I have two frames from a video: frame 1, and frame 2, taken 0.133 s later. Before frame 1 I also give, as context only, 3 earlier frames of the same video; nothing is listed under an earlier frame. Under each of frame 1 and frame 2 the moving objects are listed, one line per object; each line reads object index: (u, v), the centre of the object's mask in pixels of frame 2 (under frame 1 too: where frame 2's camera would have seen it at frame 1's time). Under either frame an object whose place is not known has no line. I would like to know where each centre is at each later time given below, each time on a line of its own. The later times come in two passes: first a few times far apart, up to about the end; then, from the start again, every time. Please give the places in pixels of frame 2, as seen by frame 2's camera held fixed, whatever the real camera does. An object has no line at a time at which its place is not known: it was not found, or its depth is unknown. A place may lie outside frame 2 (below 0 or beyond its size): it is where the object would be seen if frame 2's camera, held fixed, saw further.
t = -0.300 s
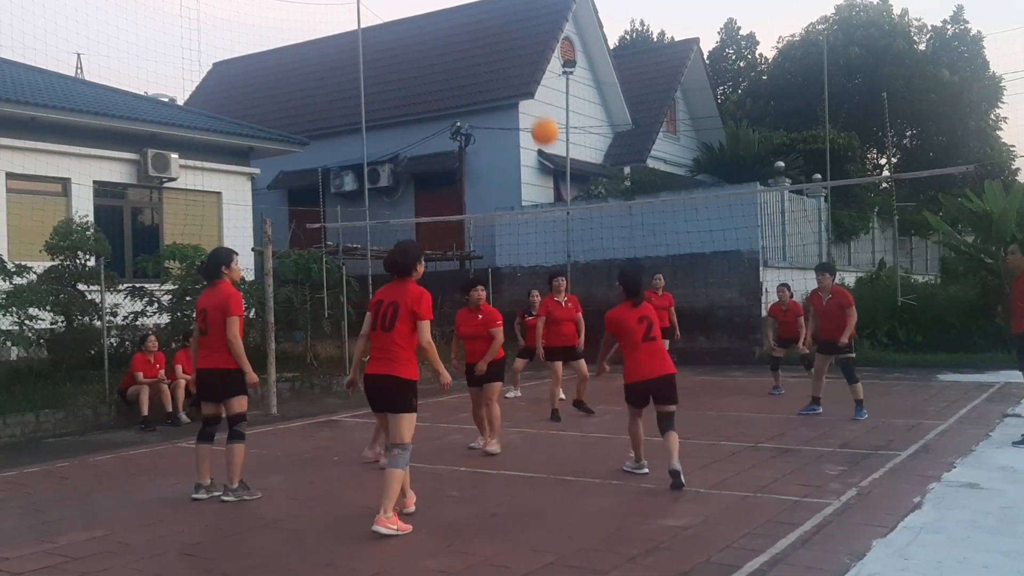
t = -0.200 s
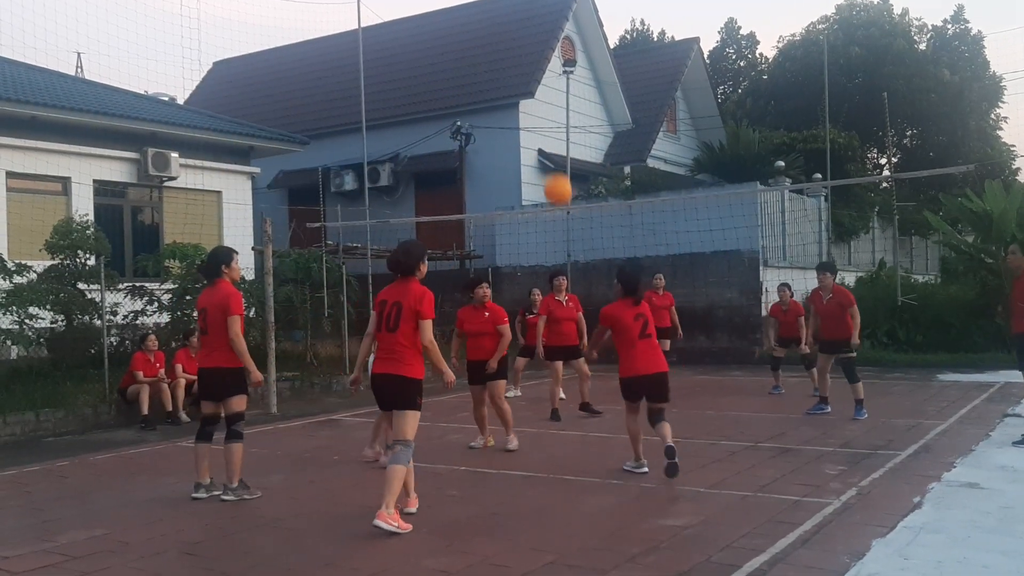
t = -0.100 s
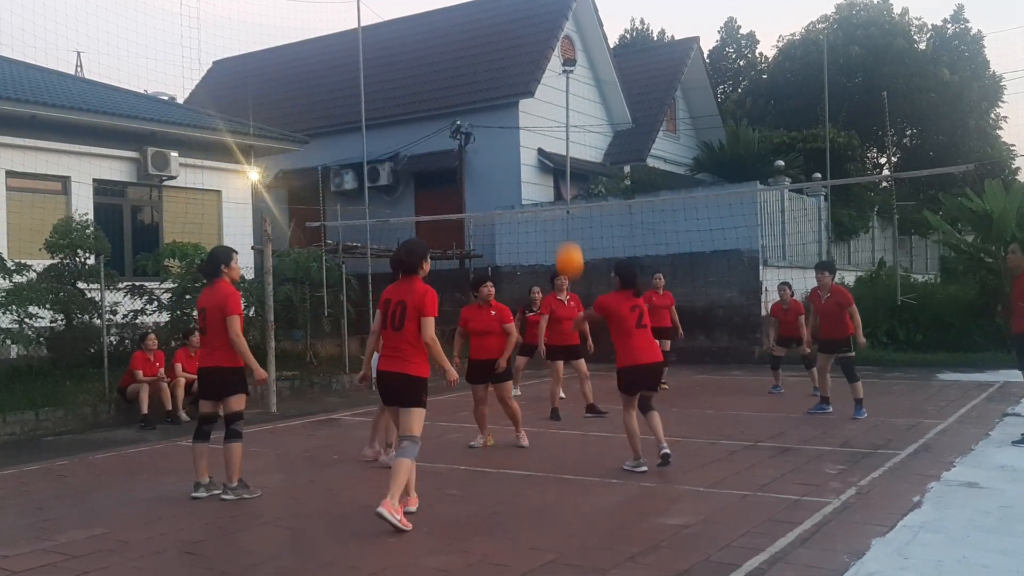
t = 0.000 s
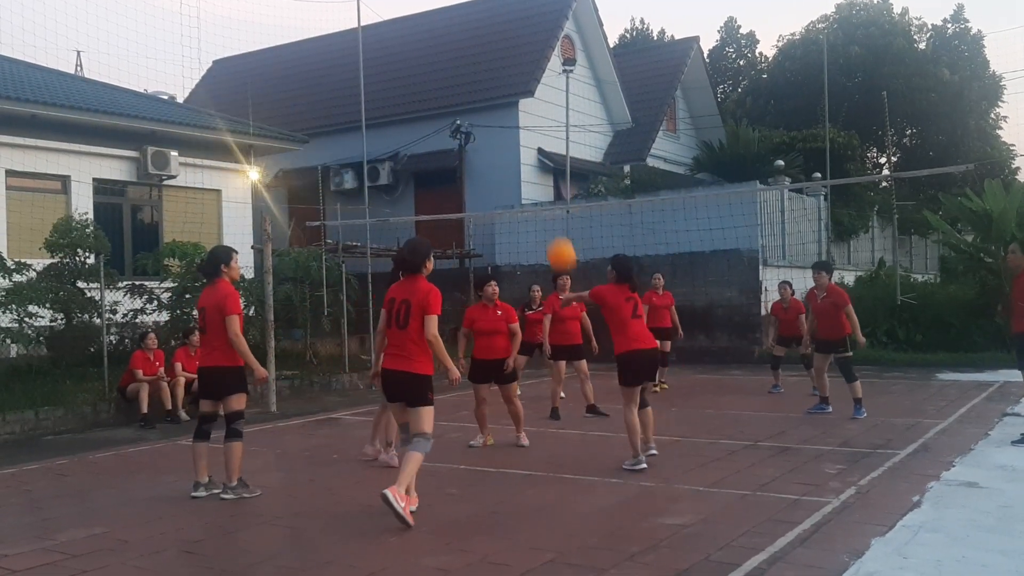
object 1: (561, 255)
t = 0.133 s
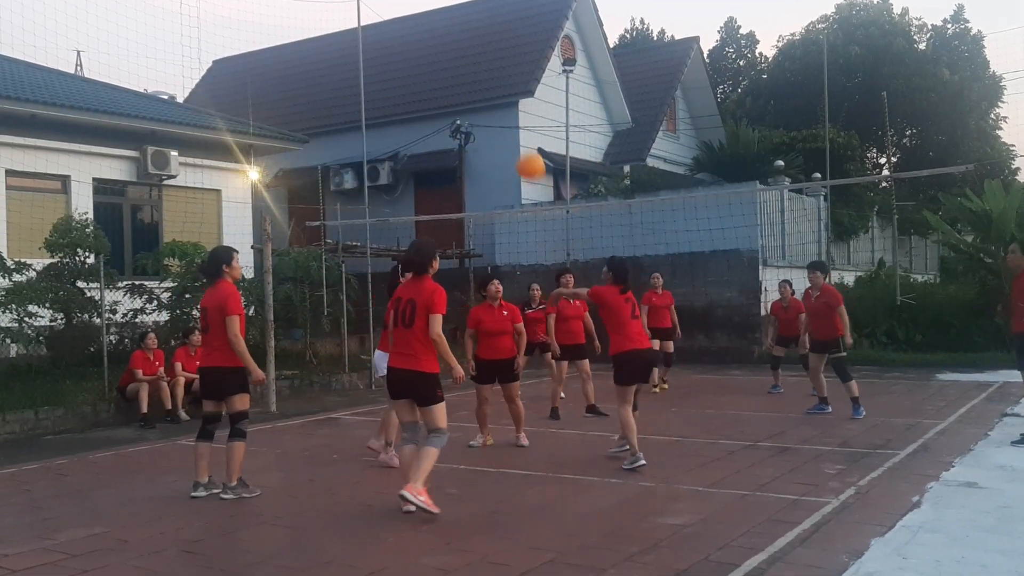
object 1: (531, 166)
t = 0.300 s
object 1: (494, 86)
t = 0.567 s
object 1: (440, 36)
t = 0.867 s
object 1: (386, 87)
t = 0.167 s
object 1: (523, 147)
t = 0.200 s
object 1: (515, 130)
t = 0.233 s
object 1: (508, 113)
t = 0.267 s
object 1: (502, 99)
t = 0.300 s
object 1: (494, 86)
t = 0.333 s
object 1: (488, 75)
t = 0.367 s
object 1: (480, 65)
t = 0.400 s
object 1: (474, 56)
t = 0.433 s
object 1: (467, 50)
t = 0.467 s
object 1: (460, 44)
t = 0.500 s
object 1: (453, 40)
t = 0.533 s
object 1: (446, 37)
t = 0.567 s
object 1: (440, 36)
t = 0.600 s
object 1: (434, 37)
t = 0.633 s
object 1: (427, 38)
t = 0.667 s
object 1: (421, 41)
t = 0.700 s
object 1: (415, 45)
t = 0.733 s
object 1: (409, 51)
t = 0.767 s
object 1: (403, 58)
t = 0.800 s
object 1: (397, 66)
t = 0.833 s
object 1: (392, 76)
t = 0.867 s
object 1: (386, 87)
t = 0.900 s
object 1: (380, 100)
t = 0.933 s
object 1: (375, 113)
